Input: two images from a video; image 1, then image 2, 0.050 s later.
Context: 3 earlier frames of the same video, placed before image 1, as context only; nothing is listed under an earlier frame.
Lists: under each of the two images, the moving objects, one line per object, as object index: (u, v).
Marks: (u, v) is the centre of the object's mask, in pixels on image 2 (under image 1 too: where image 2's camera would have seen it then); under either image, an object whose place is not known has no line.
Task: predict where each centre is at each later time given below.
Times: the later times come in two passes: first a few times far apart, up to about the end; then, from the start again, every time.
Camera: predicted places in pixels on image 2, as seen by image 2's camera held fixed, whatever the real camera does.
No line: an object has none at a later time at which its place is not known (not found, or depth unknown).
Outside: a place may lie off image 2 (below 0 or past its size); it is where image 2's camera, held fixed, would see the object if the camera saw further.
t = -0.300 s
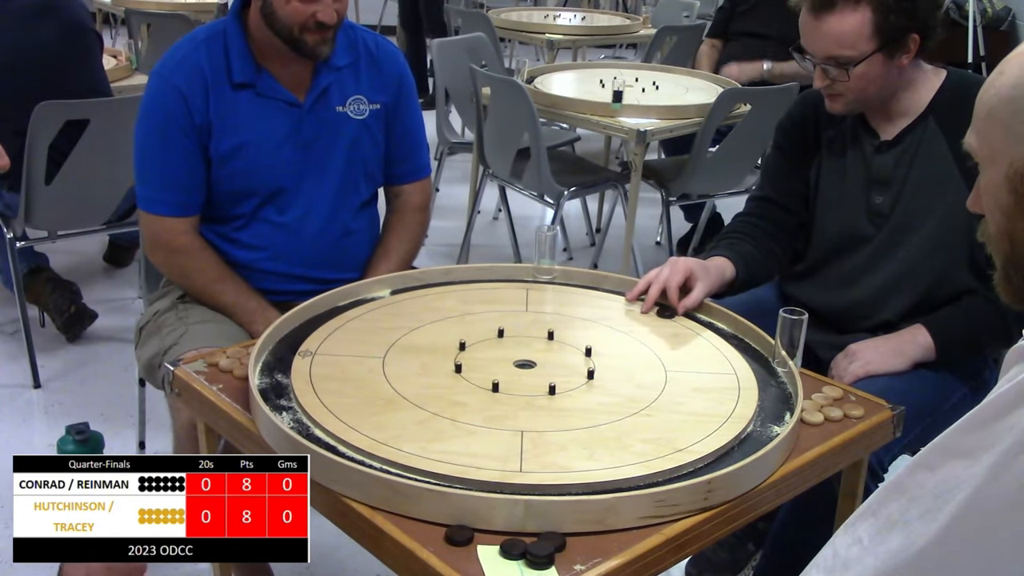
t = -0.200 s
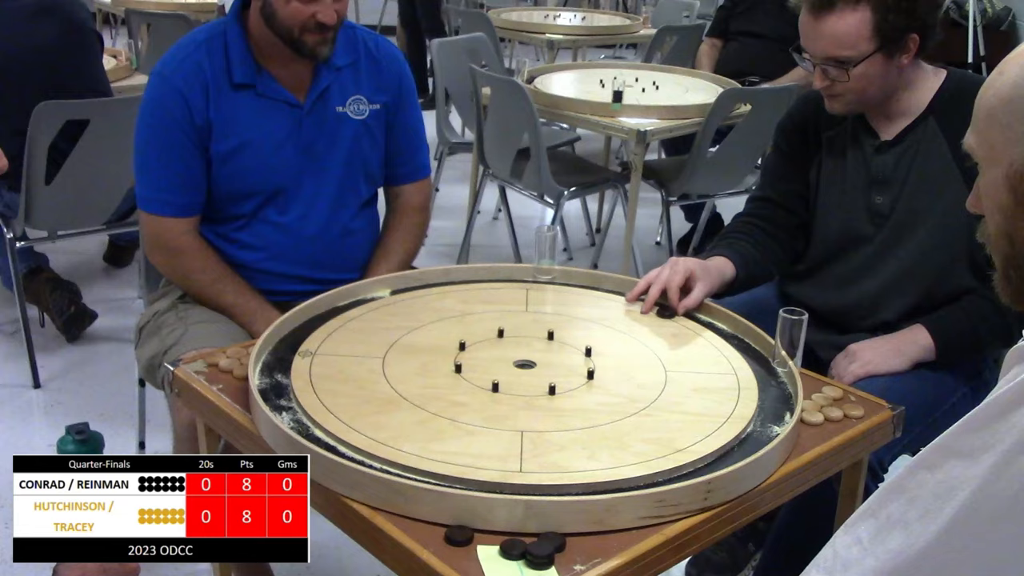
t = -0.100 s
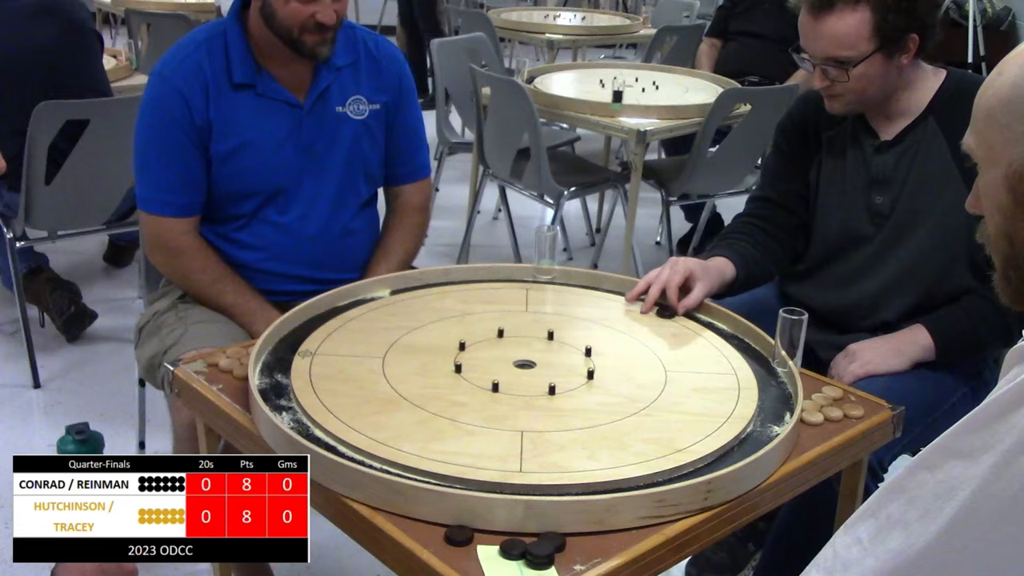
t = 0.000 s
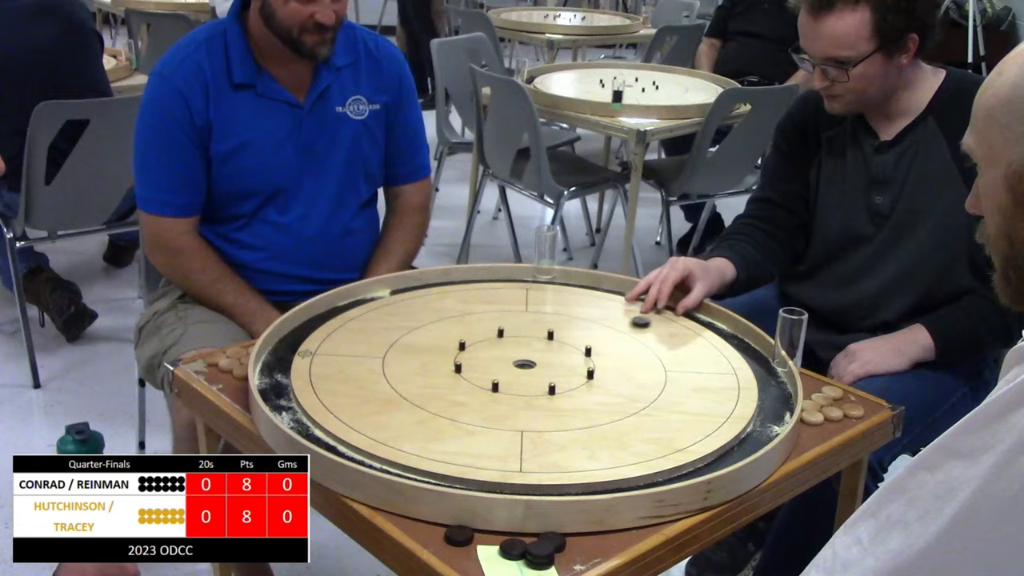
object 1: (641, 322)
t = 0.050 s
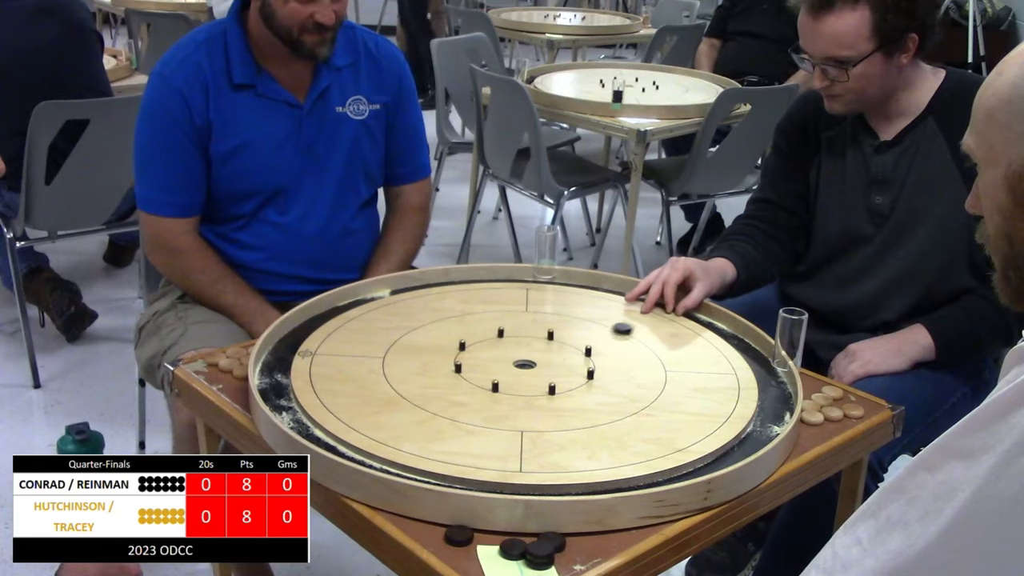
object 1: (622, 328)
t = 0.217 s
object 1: (567, 349)
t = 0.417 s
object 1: (517, 365)
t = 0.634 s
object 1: (491, 369)
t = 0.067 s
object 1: (616, 331)
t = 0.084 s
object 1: (611, 333)
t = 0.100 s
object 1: (605, 335)
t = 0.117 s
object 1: (599, 337)
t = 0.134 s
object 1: (594, 339)
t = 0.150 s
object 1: (588, 341)
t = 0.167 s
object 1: (582, 342)
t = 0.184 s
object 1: (577, 345)
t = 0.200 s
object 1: (572, 347)
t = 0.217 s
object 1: (567, 349)
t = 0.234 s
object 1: (562, 350)
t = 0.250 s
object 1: (557, 352)
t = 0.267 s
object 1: (552, 354)
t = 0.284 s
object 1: (548, 356)
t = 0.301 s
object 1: (544, 357)
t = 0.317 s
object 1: (539, 359)
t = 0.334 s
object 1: (535, 360)
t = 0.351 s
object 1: (531, 362)
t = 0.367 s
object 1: (527, 364)
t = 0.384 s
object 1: (524, 365)
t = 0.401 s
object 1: (520, 365)
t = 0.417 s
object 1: (517, 365)
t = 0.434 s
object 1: (514, 366)
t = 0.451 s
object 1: (511, 366)
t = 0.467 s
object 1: (508, 367)
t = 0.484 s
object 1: (506, 367)
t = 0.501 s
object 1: (504, 368)
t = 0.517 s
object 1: (502, 368)
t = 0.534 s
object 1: (500, 368)
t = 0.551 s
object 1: (498, 369)
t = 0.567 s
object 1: (496, 369)
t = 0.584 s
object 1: (494, 369)
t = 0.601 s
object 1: (493, 369)
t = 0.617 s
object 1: (492, 369)
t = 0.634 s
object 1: (491, 369)
